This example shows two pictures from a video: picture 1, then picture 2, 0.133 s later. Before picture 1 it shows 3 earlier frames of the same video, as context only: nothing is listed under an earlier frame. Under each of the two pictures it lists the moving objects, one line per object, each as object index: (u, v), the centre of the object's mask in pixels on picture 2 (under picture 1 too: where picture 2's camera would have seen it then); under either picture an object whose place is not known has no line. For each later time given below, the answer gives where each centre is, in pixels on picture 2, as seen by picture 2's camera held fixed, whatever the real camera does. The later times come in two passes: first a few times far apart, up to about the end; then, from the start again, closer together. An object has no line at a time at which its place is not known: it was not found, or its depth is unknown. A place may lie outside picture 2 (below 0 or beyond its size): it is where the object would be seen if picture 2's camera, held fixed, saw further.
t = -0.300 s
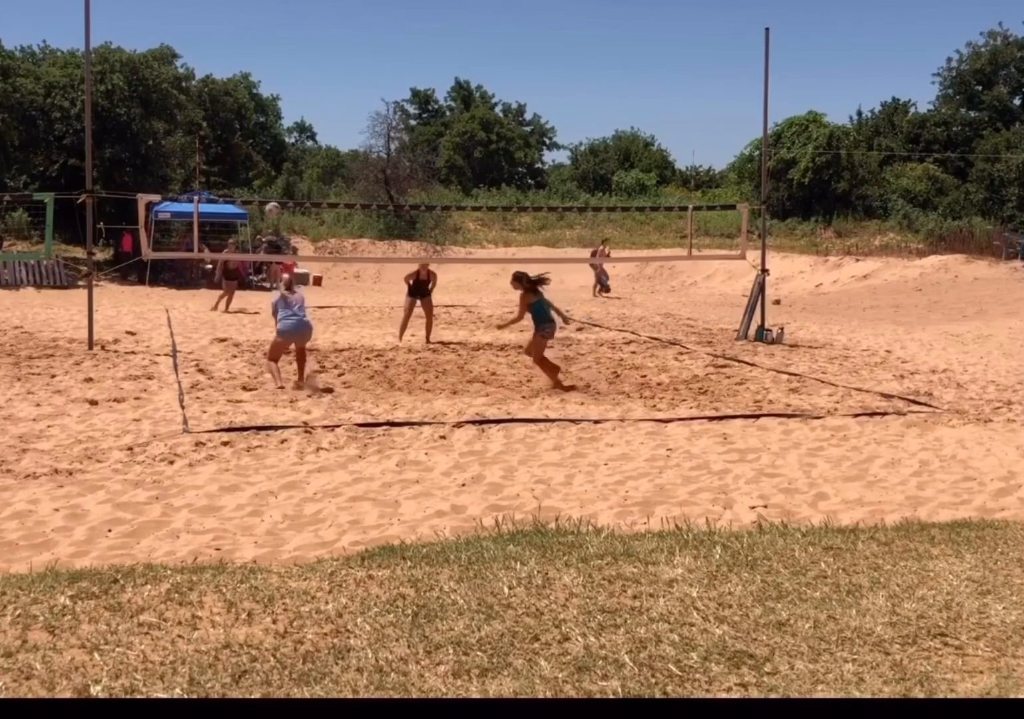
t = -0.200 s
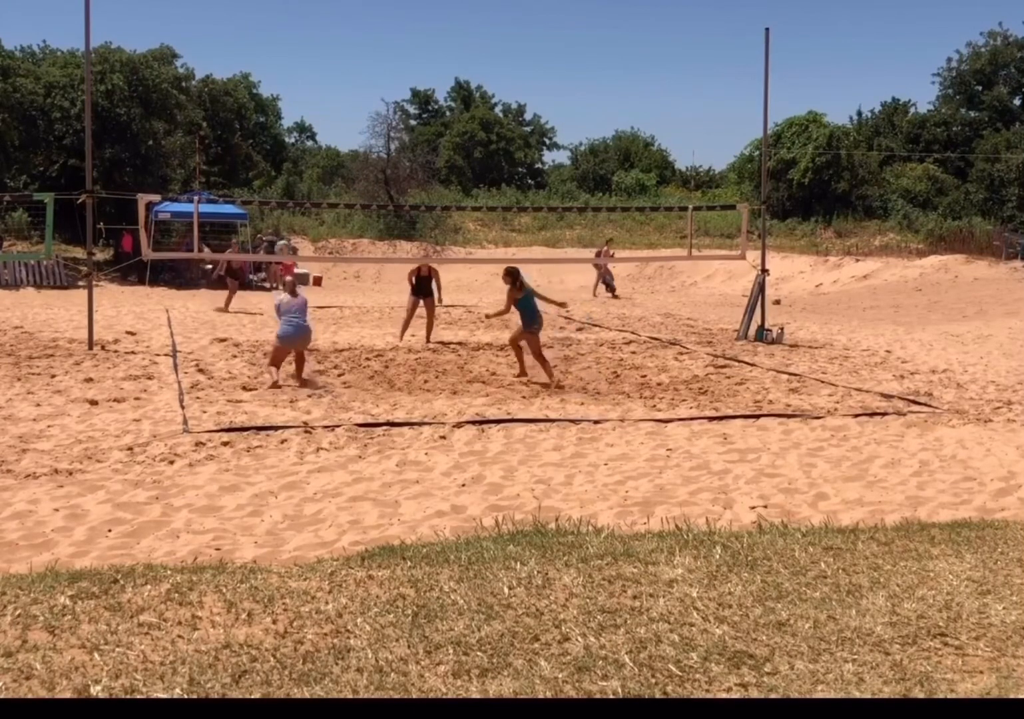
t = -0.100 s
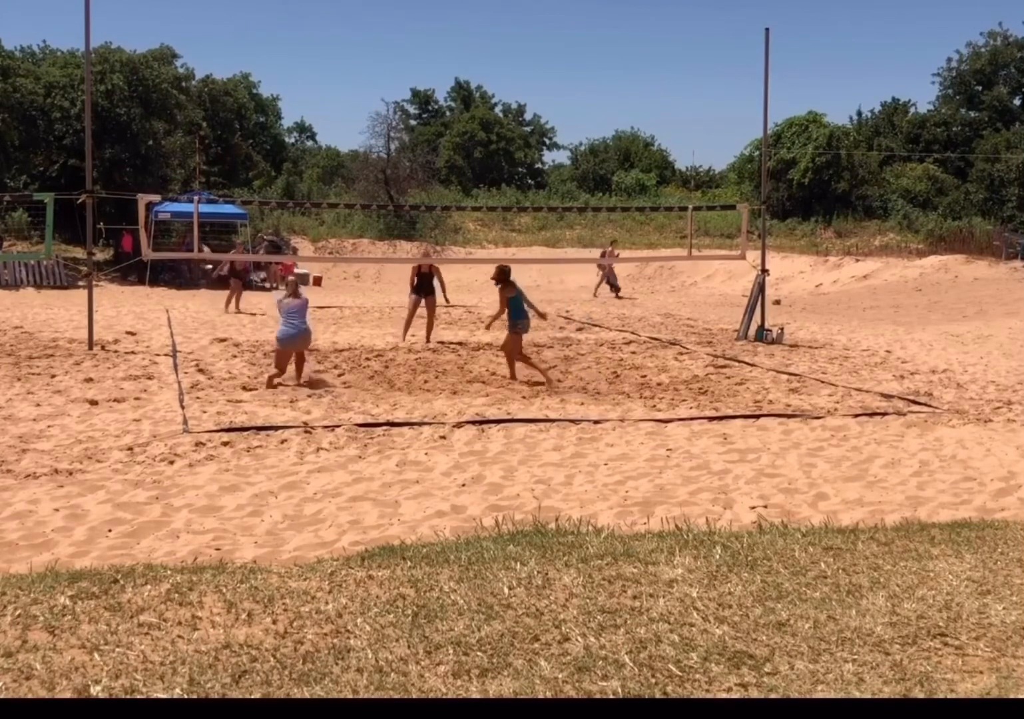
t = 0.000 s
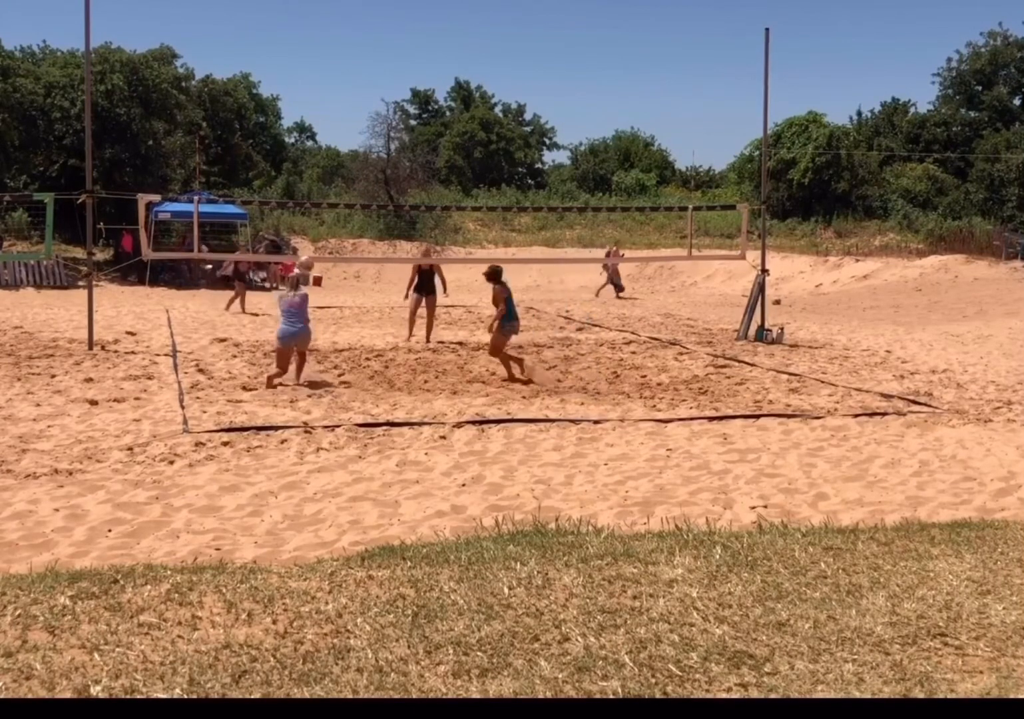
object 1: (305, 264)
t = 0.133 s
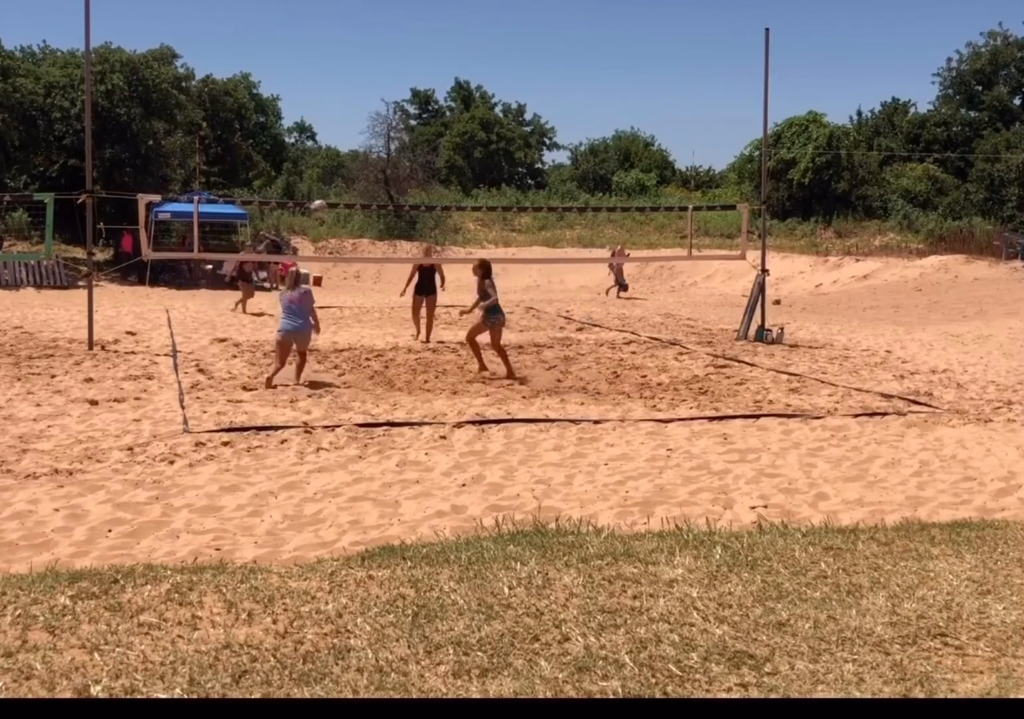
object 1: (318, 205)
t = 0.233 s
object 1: (328, 175)
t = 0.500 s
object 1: (354, 125)
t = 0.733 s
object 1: (376, 124)
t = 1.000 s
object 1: (398, 170)
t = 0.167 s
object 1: (322, 196)
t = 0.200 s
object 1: (325, 186)
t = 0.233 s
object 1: (328, 175)
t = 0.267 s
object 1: (332, 166)
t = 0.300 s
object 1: (335, 158)
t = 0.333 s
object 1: (340, 151)
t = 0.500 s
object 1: (354, 125)
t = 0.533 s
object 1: (357, 123)
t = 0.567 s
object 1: (360, 121)
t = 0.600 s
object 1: (364, 121)
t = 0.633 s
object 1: (366, 120)
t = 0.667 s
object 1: (369, 120)
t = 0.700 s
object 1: (372, 122)
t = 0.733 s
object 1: (376, 124)
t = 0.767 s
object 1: (378, 127)
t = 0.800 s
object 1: (381, 130)
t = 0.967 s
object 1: (396, 162)
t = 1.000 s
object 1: (398, 170)
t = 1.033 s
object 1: (401, 180)
